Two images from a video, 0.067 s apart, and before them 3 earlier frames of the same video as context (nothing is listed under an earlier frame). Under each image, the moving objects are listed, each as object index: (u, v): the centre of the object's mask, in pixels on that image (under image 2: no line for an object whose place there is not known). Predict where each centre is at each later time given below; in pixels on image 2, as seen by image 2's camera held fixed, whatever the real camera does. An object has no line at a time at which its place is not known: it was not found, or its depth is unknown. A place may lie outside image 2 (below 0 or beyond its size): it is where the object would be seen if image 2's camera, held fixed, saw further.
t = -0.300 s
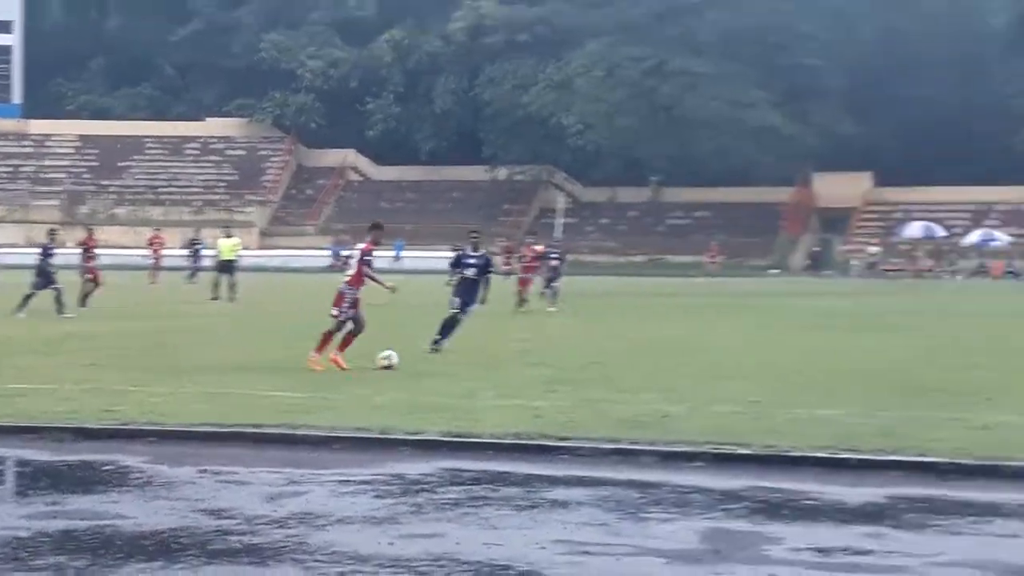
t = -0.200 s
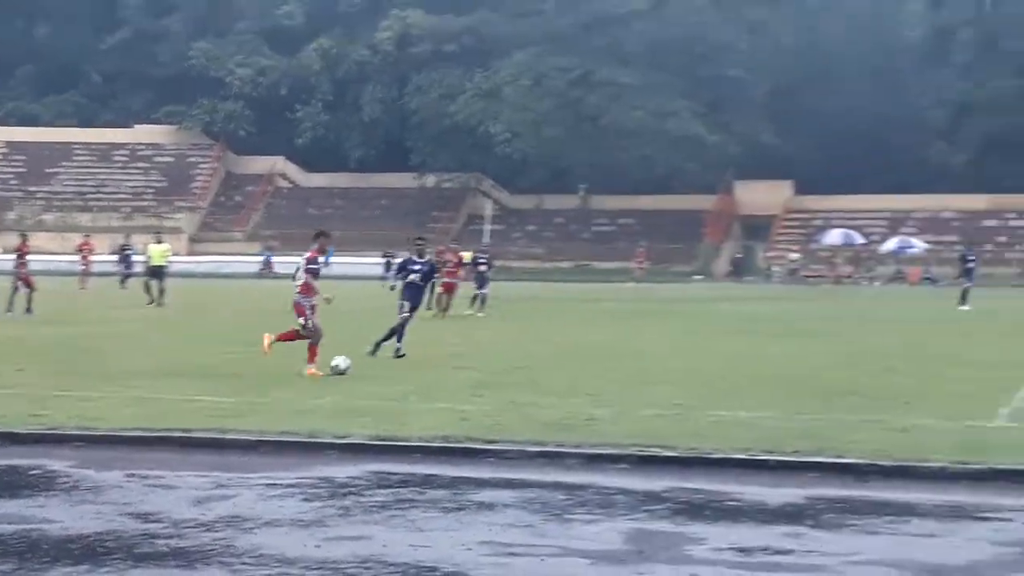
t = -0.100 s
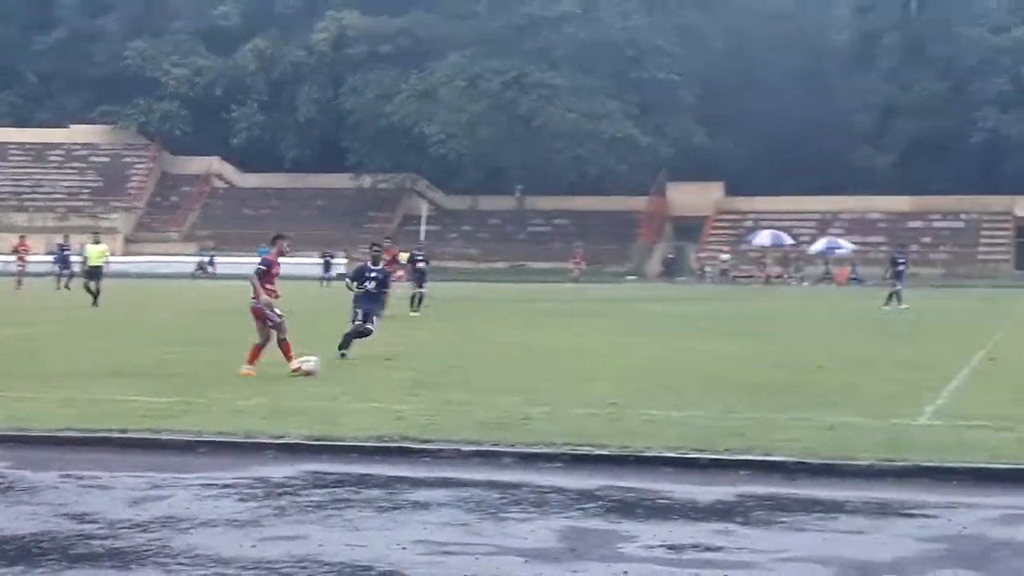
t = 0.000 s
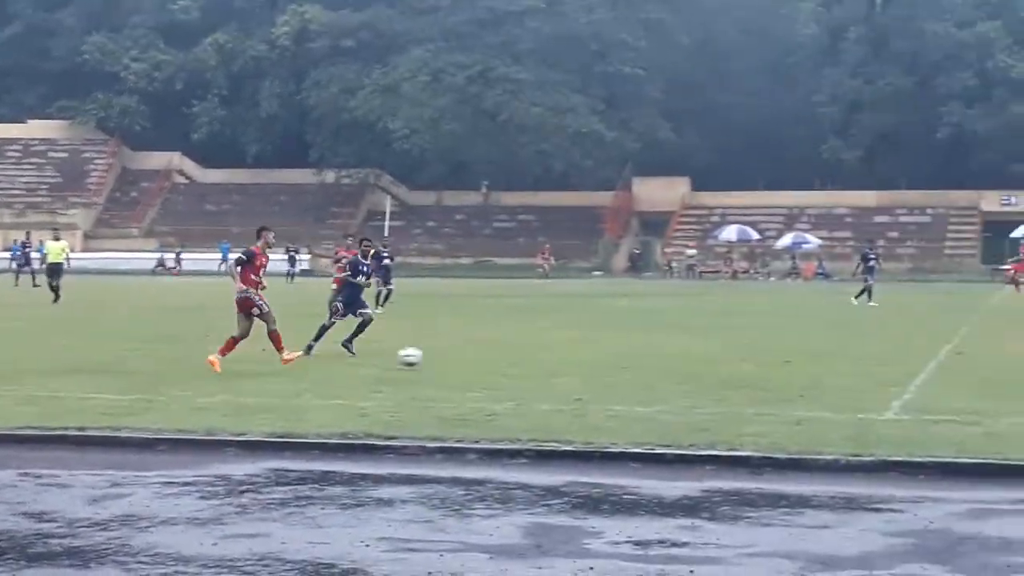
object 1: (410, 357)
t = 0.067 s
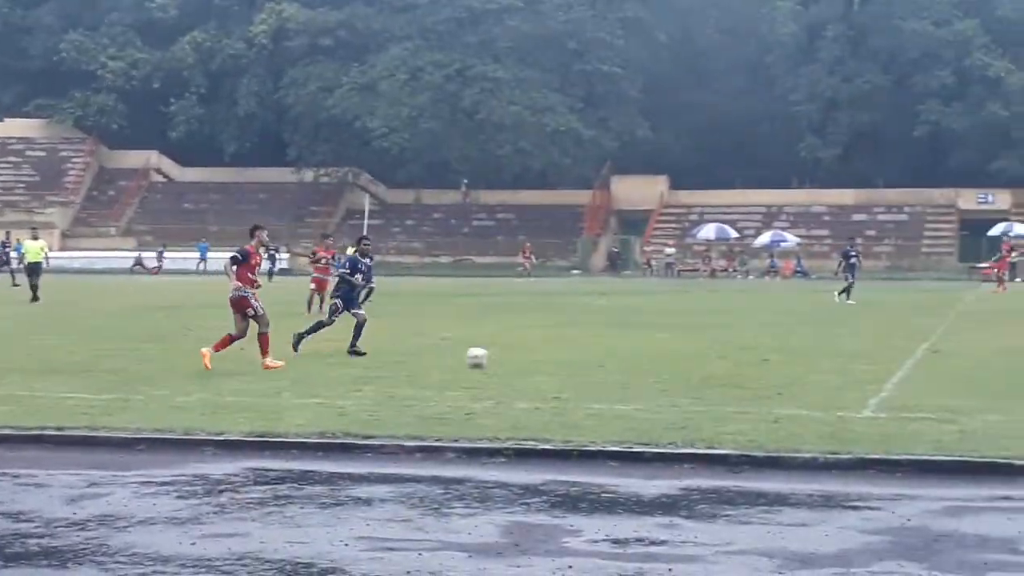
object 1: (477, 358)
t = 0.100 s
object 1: (519, 359)
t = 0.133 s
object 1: (556, 356)
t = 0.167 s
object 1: (593, 356)
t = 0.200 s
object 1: (630, 352)
